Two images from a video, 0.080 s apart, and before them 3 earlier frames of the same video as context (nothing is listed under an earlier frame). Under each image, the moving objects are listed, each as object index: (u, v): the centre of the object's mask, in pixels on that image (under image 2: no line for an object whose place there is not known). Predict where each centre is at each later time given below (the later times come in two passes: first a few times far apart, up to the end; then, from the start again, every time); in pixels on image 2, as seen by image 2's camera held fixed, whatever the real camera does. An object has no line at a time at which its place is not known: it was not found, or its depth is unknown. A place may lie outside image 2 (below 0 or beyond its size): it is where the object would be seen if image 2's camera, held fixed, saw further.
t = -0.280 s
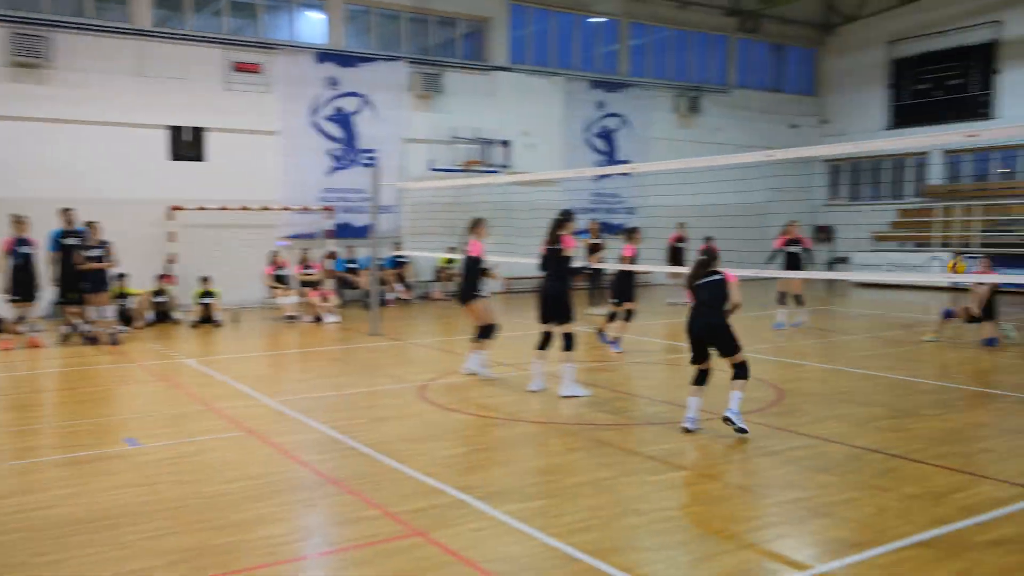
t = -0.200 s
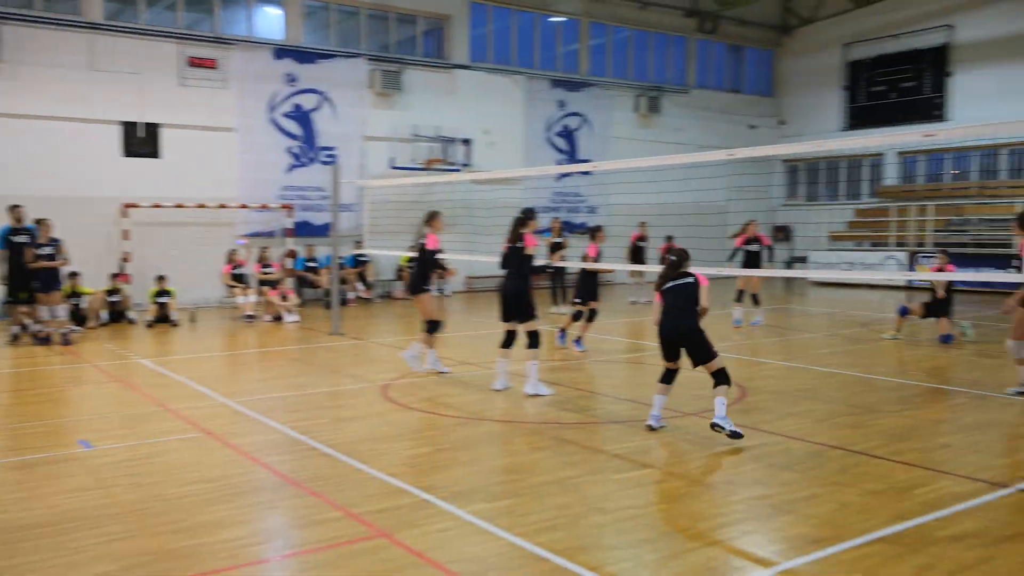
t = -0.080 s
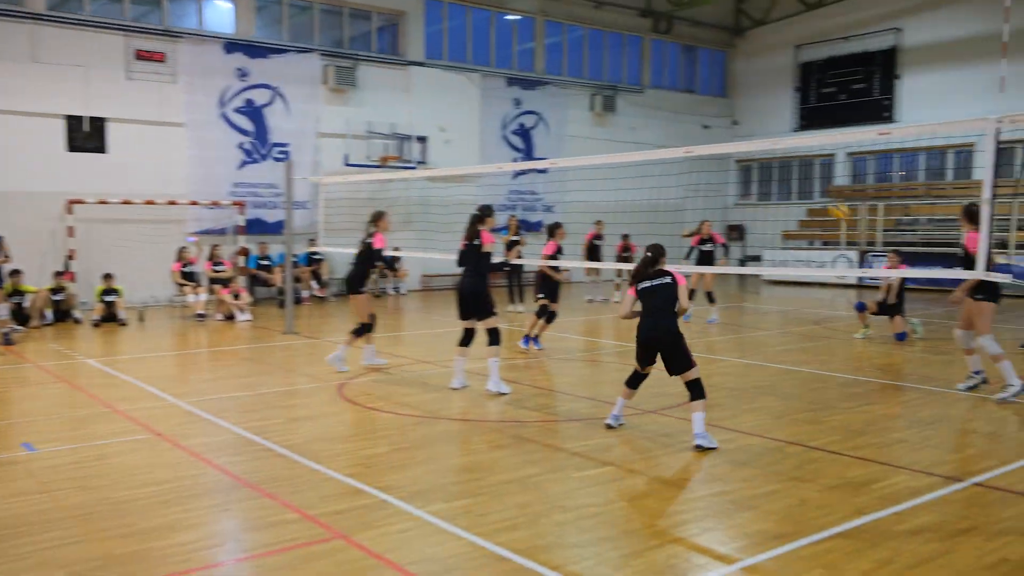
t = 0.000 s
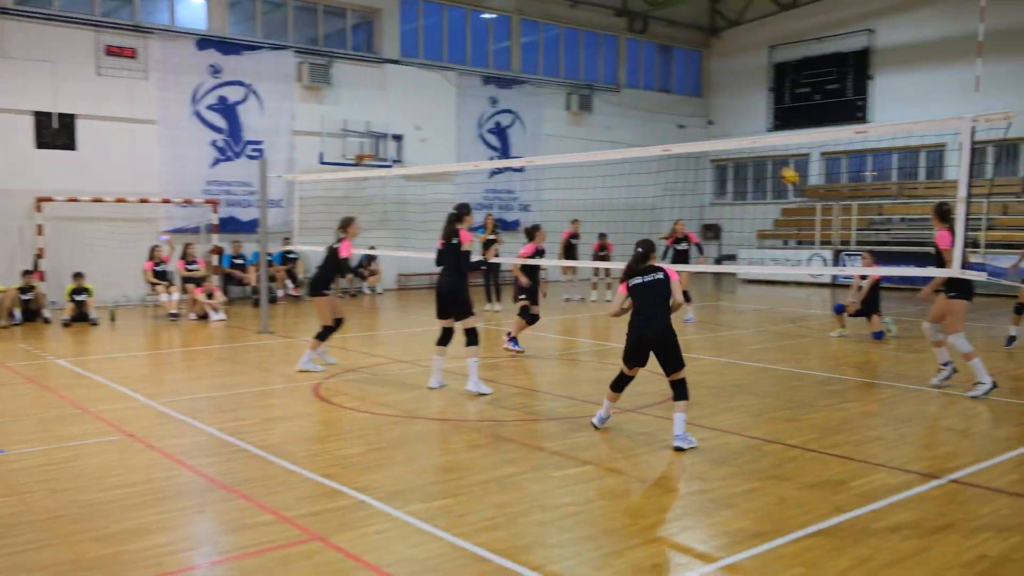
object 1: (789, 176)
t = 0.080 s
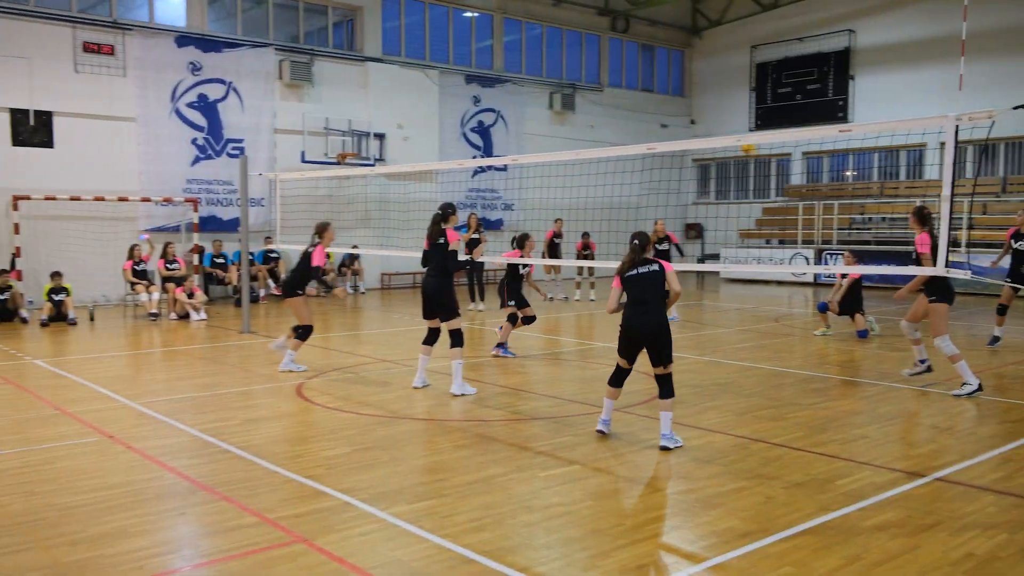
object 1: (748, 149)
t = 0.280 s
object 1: (687, 90)
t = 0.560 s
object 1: (597, 61)
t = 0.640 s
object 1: (572, 64)
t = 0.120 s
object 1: (734, 130)
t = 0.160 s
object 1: (723, 120)
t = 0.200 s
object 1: (711, 109)
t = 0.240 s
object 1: (698, 99)
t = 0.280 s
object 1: (687, 90)
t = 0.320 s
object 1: (674, 83)
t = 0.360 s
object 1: (662, 76)
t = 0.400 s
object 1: (649, 70)
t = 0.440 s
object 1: (636, 66)
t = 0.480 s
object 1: (624, 63)
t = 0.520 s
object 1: (611, 61)
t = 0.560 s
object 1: (597, 61)
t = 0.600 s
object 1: (585, 61)
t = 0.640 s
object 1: (572, 64)
